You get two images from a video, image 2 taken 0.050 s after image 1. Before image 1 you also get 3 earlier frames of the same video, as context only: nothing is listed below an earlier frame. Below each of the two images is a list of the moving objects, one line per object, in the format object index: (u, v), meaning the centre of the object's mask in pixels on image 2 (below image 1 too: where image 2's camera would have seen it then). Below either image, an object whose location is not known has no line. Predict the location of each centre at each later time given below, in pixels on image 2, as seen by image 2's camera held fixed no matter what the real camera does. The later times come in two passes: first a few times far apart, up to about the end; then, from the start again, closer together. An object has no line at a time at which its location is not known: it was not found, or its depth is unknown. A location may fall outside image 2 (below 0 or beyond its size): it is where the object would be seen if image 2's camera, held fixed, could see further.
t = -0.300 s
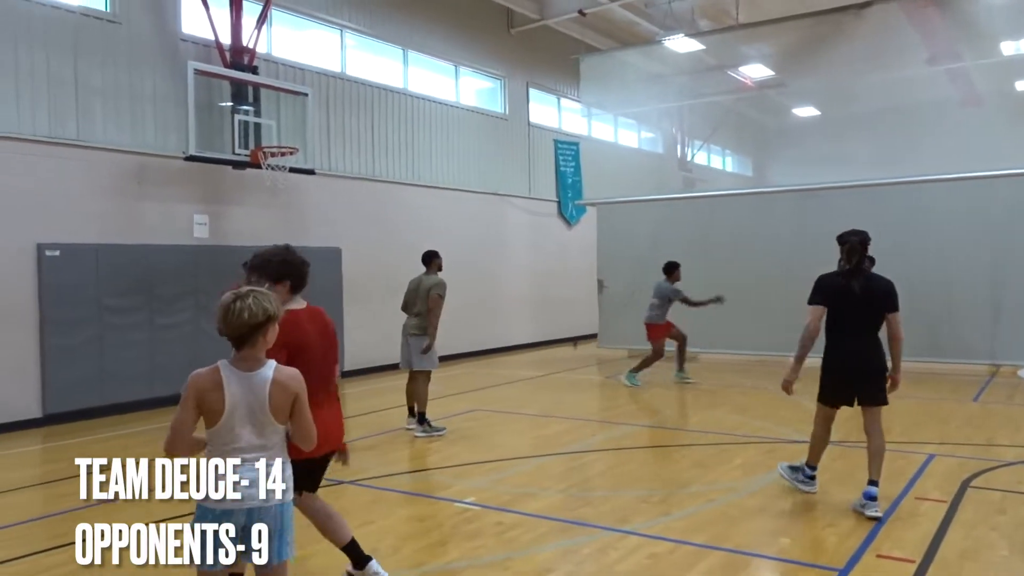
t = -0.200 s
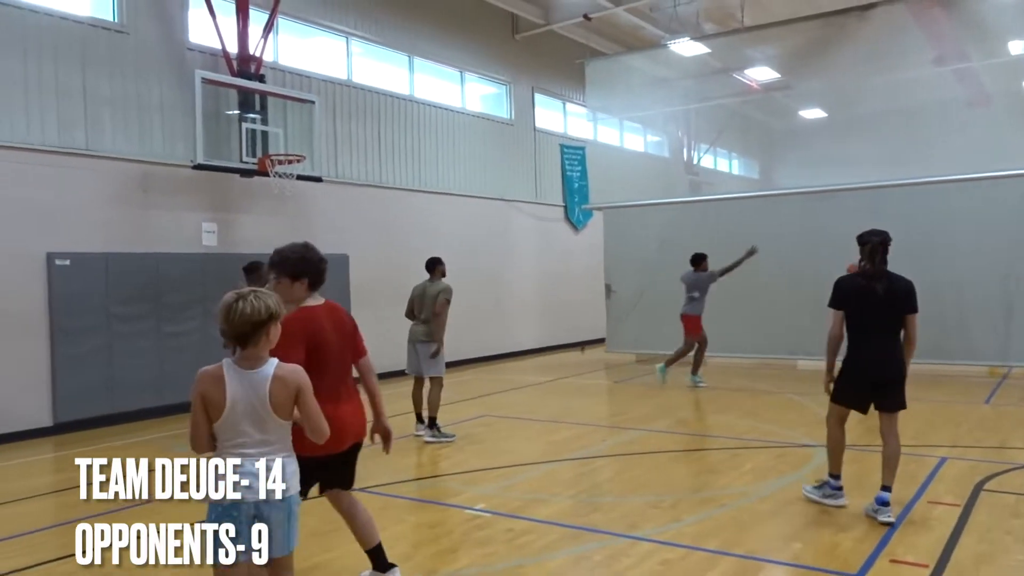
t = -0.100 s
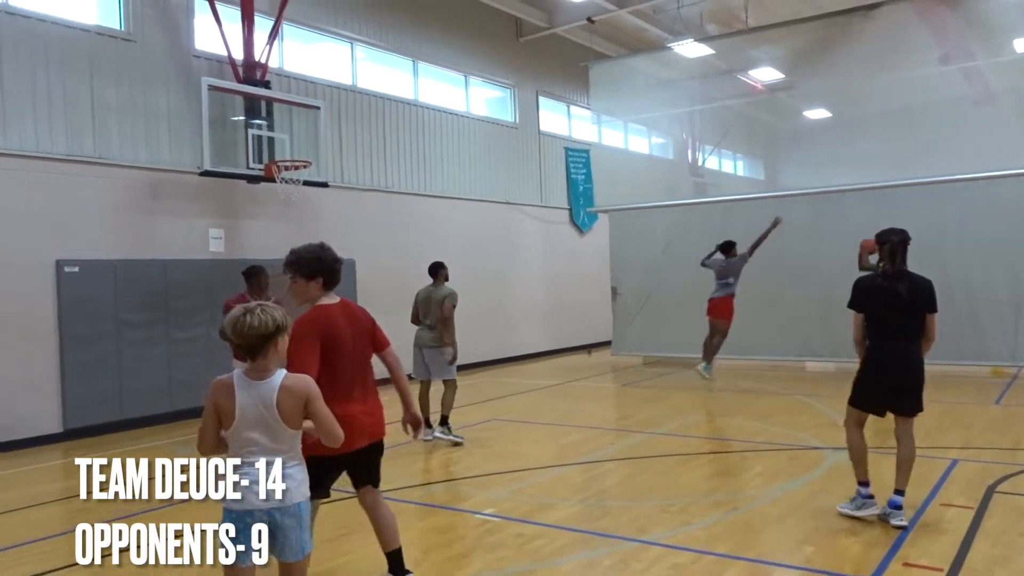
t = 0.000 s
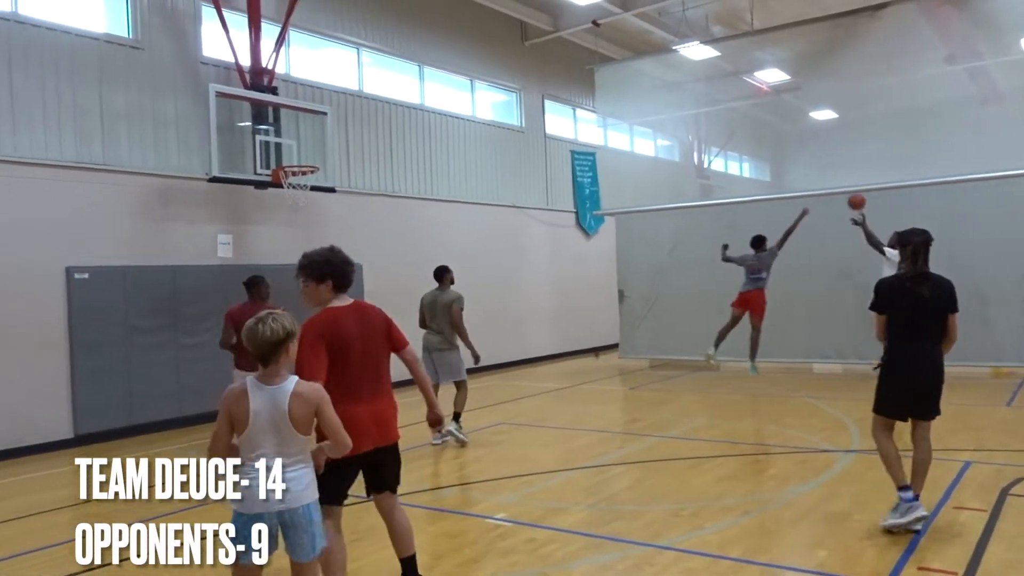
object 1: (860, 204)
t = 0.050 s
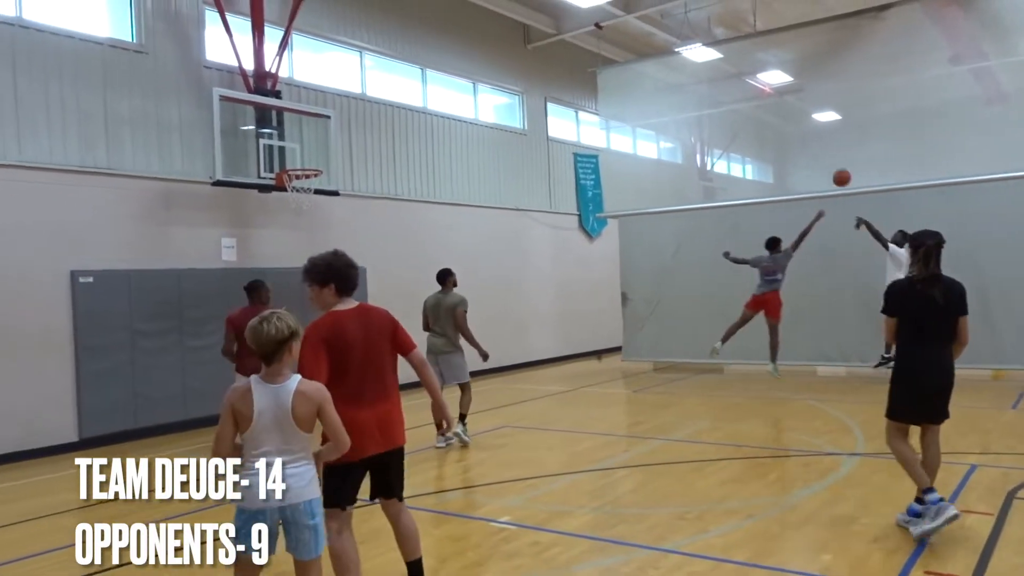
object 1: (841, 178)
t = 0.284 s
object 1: (753, 79)
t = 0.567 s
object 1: (649, 10)
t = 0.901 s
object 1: (525, 3)
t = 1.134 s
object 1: (436, 49)
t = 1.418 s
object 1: (328, 164)
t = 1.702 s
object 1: (396, 121)
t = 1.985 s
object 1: (463, 131)
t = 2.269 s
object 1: (523, 194)
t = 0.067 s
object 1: (835, 169)
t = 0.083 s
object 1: (829, 161)
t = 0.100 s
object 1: (823, 154)
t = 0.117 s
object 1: (817, 146)
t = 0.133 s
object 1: (811, 138)
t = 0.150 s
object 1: (804, 131)
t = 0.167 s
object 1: (798, 124)
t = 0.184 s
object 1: (792, 117)
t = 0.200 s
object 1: (785, 110)
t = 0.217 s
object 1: (779, 104)
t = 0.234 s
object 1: (773, 98)
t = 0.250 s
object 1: (766, 92)
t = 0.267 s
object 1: (759, 86)
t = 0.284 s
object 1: (753, 79)
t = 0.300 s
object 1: (747, 73)
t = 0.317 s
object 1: (741, 68)
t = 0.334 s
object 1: (735, 63)
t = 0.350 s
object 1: (729, 58)
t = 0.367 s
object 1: (722, 53)
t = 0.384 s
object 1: (716, 48)
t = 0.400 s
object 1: (710, 43)
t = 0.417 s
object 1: (705, 39)
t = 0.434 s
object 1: (699, 35)
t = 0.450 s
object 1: (693, 31)
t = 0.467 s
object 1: (686, 28)
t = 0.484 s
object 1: (680, 24)
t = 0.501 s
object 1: (674, 21)
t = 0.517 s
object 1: (667, 18)
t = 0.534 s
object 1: (661, 15)
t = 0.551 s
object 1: (655, 12)
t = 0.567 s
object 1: (649, 10)
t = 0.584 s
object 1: (642, 7)
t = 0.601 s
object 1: (636, 5)
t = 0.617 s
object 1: (630, 3)
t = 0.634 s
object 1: (624, 2)
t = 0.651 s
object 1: (618, 0)
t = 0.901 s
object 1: (525, 3)
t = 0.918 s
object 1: (518, 4)
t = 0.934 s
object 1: (511, 6)
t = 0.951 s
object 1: (504, 8)
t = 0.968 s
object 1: (498, 11)
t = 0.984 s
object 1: (493, 14)
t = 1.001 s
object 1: (485, 17)
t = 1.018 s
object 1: (479, 19)
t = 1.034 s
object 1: (472, 23)
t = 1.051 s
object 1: (467, 26)
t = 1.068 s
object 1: (460, 29)
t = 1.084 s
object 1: (454, 34)
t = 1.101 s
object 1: (448, 38)
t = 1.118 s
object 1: (441, 42)
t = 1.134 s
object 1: (436, 49)
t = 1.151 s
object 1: (429, 54)
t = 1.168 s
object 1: (423, 58)
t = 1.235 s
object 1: (397, 81)
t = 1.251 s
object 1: (391, 88)
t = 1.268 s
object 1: (385, 96)
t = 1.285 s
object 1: (379, 102)
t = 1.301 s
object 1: (372, 108)
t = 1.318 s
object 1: (367, 116)
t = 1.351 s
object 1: (353, 131)
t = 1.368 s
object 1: (346, 139)
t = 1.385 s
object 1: (340, 147)
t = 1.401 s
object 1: (334, 155)
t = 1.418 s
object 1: (328, 164)
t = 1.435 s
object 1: (327, 167)
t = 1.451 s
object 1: (331, 163)
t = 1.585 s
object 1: (366, 134)
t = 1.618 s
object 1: (375, 129)
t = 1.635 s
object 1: (379, 127)
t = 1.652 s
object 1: (383, 125)
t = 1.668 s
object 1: (387, 123)
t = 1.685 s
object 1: (392, 122)
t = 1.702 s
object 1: (396, 121)
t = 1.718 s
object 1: (400, 120)
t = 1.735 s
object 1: (404, 119)
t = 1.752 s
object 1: (408, 119)
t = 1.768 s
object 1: (412, 118)
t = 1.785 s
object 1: (416, 118)
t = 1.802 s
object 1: (421, 118)
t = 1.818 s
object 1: (424, 118)
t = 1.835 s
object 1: (428, 119)
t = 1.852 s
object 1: (432, 120)
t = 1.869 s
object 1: (436, 120)
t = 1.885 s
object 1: (440, 121)
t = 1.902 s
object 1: (444, 123)
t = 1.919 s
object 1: (448, 124)
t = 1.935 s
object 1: (452, 126)
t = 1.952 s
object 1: (455, 128)
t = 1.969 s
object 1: (459, 129)
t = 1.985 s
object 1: (463, 131)
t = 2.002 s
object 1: (467, 134)
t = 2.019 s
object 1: (470, 137)
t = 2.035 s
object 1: (474, 139)
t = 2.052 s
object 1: (478, 142)
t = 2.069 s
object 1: (481, 145)
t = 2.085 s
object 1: (485, 148)
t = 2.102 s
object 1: (488, 152)
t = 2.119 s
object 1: (492, 155)
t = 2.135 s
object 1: (496, 159)
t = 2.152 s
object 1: (499, 163)
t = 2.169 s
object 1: (503, 167)
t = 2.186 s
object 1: (506, 171)
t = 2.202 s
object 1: (509, 175)
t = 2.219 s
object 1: (513, 180)
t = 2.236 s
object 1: (517, 184)
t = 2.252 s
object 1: (520, 189)
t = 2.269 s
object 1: (523, 194)
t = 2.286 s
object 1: (527, 199)
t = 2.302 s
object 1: (530, 204)
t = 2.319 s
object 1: (534, 210)
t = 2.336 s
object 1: (536, 215)
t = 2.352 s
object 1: (539, 221)
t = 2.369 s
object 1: (542, 227)
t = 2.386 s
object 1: (545, 233)
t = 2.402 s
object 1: (549, 239)
